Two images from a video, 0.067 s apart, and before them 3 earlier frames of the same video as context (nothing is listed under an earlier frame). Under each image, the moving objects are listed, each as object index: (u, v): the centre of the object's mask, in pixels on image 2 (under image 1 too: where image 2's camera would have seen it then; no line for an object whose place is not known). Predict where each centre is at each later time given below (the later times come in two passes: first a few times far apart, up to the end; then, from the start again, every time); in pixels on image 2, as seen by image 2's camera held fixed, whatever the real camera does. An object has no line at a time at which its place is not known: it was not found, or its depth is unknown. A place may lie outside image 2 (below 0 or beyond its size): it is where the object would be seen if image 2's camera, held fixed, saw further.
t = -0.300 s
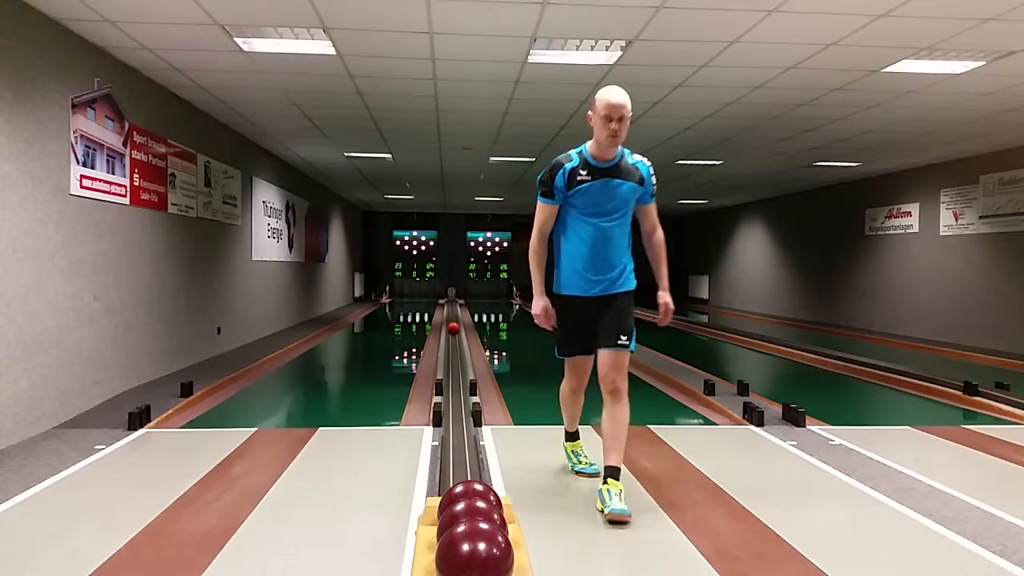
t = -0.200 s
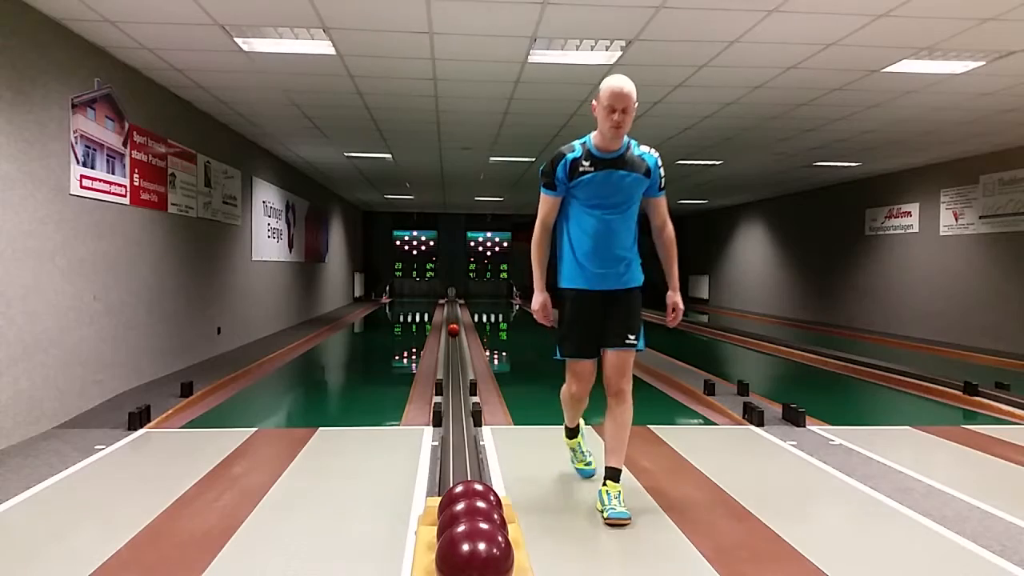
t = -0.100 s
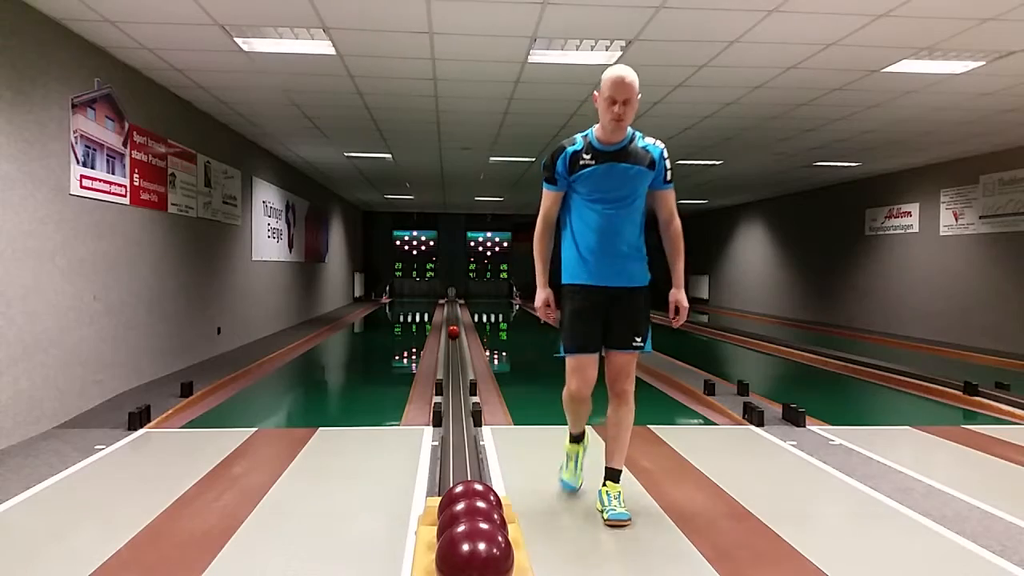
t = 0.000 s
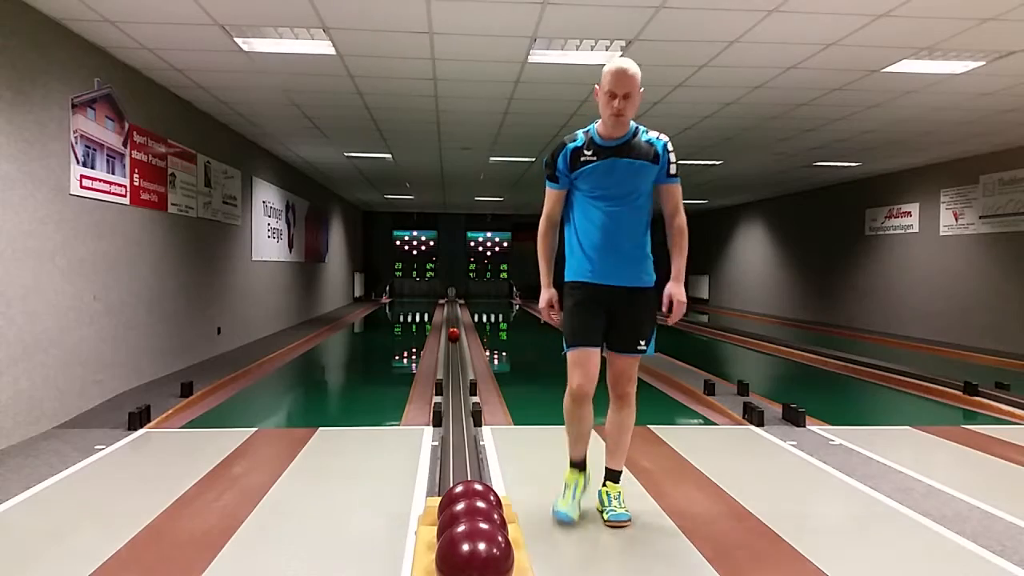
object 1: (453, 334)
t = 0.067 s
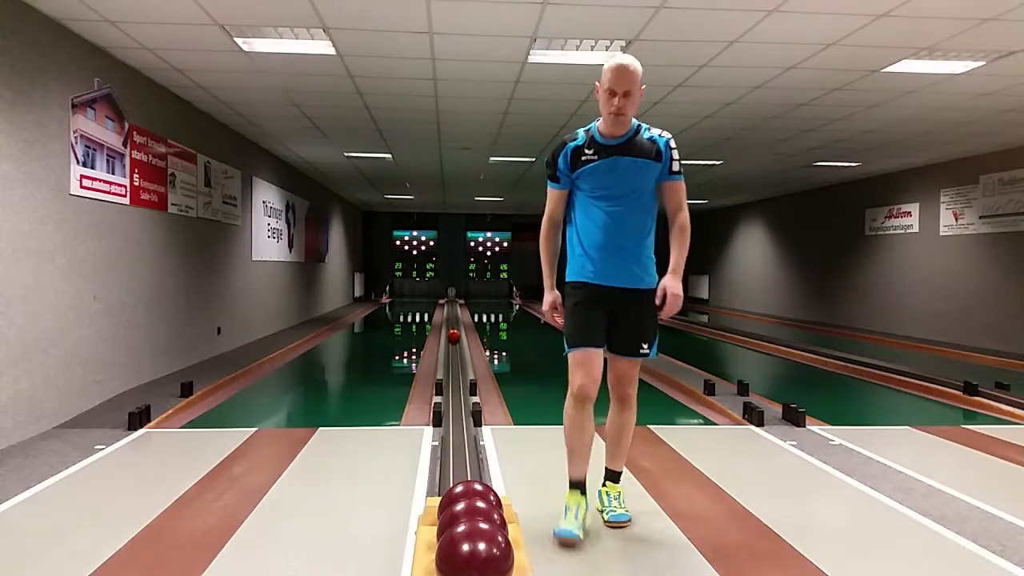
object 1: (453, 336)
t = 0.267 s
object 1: (453, 342)
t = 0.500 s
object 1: (454, 350)
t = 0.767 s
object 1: (455, 361)
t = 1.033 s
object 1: (455, 375)
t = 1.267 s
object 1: (456, 395)
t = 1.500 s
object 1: (458, 420)
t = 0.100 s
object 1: (453, 337)
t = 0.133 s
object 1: (454, 338)
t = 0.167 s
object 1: (453, 339)
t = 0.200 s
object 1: (454, 340)
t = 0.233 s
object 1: (453, 341)
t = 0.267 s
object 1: (453, 342)
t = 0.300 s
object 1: (454, 343)
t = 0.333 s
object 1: (454, 344)
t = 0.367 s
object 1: (454, 345)
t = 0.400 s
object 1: (454, 347)
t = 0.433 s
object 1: (454, 348)
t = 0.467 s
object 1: (454, 349)
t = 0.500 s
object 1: (454, 350)
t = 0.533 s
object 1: (454, 352)
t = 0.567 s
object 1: (454, 353)
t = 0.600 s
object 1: (454, 354)
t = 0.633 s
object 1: (454, 355)
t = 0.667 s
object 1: (454, 356)
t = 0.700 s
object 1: (455, 358)
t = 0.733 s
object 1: (455, 359)
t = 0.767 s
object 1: (455, 361)
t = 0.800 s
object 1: (455, 362)
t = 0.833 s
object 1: (455, 363)
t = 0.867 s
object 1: (455, 364)
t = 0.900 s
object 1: (455, 366)
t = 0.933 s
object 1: (455, 368)
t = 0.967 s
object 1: (456, 370)
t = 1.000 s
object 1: (456, 373)
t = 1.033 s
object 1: (455, 375)
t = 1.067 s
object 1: (456, 377)
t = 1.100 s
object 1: (456, 379)
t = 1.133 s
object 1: (456, 382)
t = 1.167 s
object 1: (456, 385)
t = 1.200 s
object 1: (456, 388)
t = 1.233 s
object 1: (456, 391)
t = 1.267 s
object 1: (456, 395)
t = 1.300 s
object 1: (457, 398)
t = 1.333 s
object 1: (457, 401)
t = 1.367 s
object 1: (457, 405)
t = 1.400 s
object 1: (457, 409)
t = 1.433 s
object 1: (458, 413)
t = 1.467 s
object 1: (458, 416)
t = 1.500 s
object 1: (458, 420)
